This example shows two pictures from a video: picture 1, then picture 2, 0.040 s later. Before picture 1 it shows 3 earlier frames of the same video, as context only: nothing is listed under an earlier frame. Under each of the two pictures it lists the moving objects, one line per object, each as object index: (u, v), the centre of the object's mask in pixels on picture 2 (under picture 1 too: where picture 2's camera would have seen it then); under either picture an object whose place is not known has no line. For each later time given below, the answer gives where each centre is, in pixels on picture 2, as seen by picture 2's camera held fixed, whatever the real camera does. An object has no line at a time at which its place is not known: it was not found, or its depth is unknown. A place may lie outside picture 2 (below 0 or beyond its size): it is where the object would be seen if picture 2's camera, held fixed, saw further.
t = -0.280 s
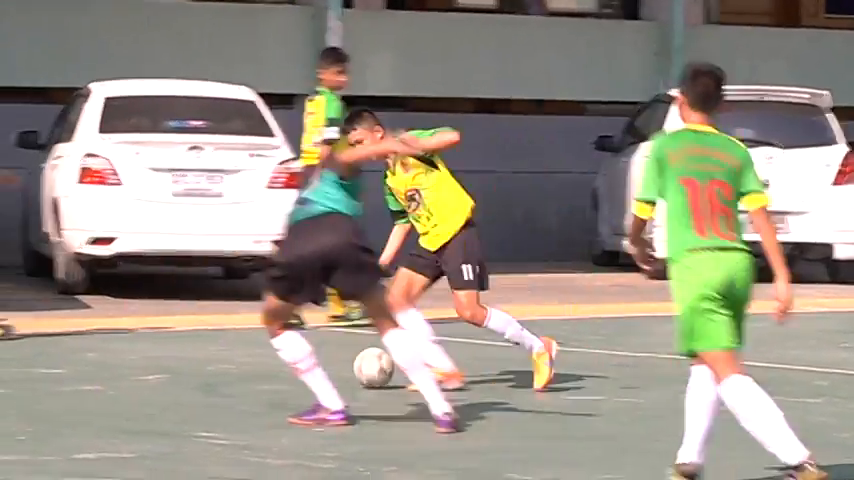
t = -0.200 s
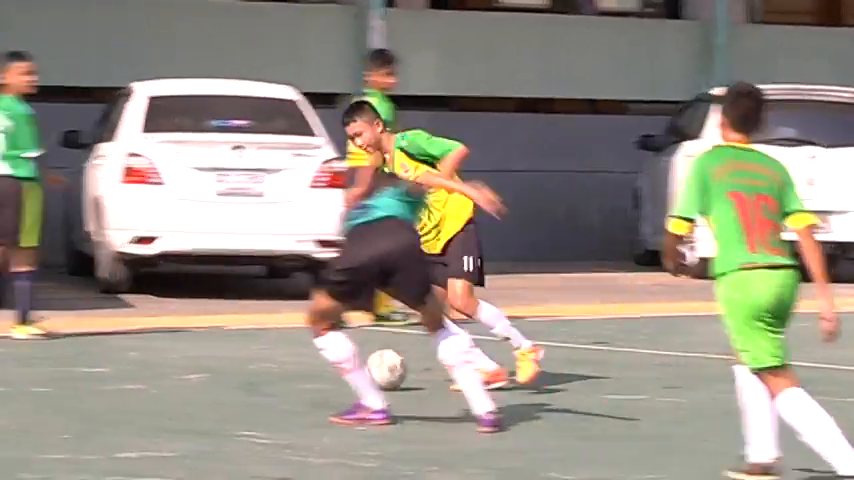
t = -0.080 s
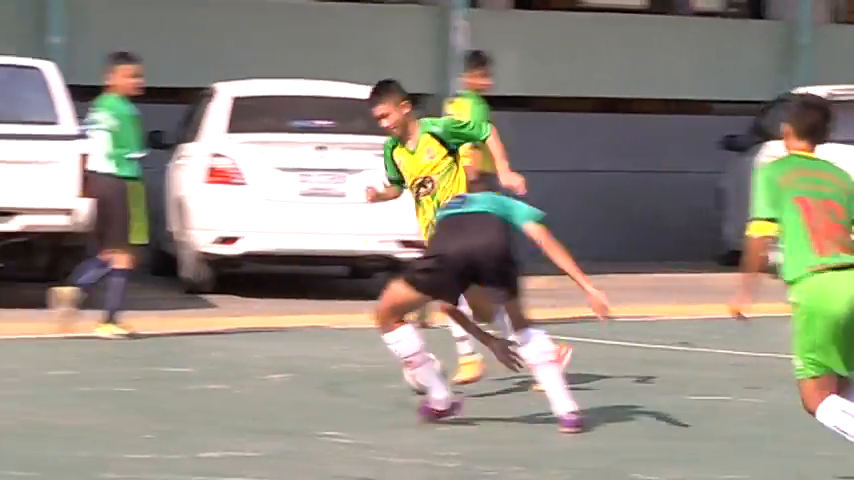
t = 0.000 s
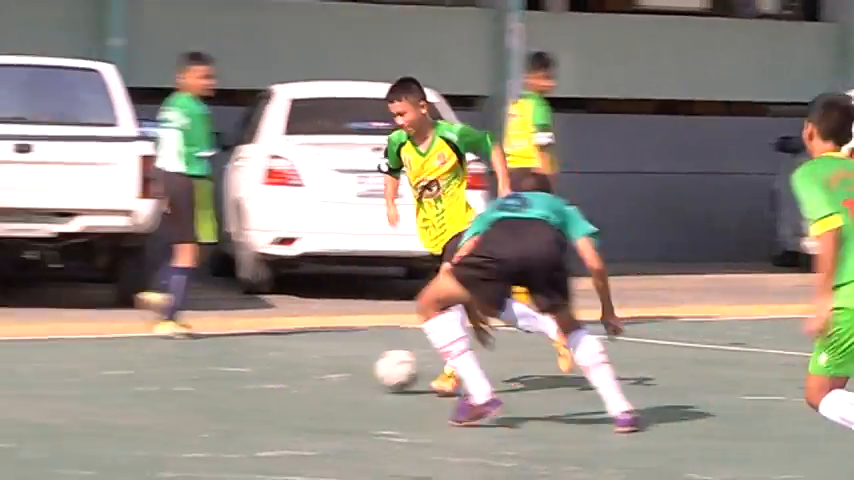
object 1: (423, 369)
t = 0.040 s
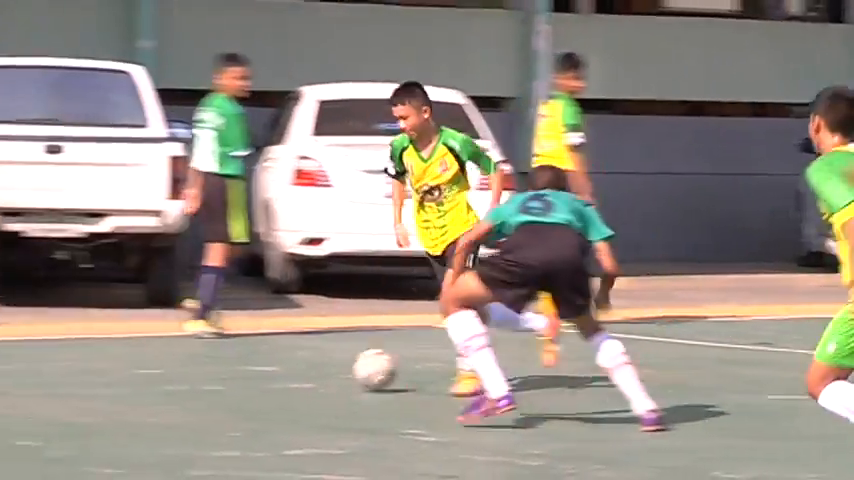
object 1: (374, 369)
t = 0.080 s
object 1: (324, 371)
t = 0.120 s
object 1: (279, 371)
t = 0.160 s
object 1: (235, 372)
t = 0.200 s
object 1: (193, 372)
